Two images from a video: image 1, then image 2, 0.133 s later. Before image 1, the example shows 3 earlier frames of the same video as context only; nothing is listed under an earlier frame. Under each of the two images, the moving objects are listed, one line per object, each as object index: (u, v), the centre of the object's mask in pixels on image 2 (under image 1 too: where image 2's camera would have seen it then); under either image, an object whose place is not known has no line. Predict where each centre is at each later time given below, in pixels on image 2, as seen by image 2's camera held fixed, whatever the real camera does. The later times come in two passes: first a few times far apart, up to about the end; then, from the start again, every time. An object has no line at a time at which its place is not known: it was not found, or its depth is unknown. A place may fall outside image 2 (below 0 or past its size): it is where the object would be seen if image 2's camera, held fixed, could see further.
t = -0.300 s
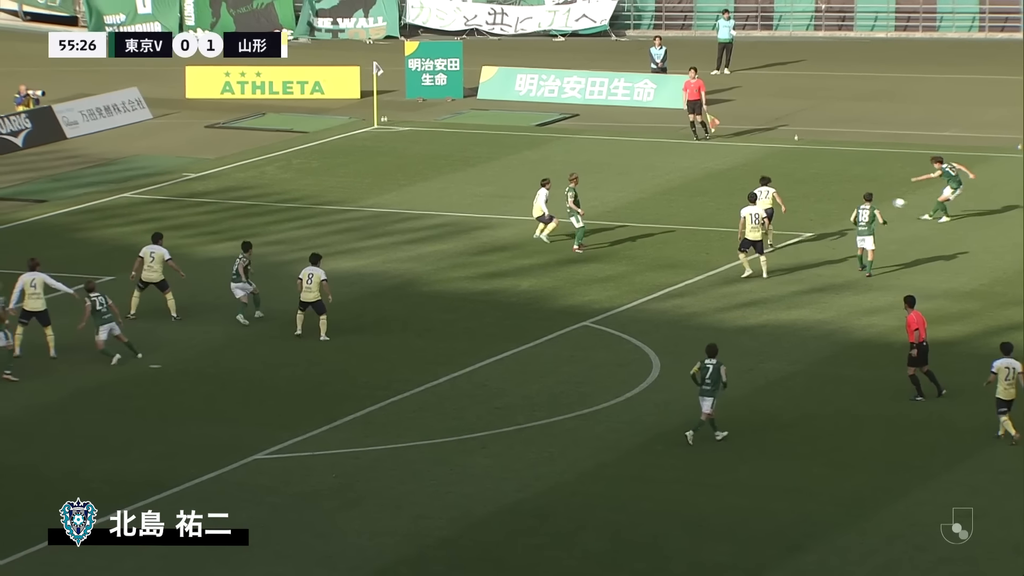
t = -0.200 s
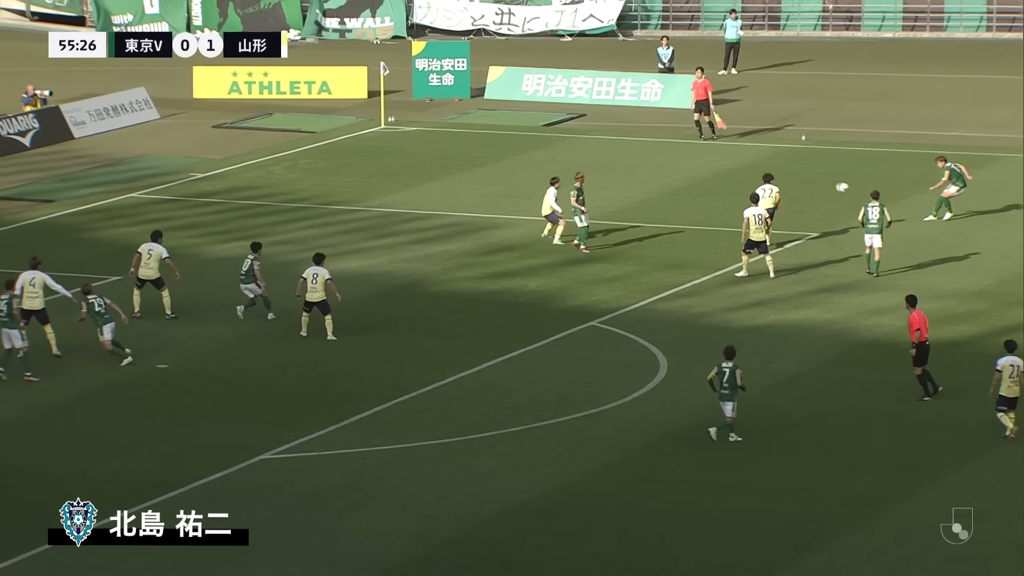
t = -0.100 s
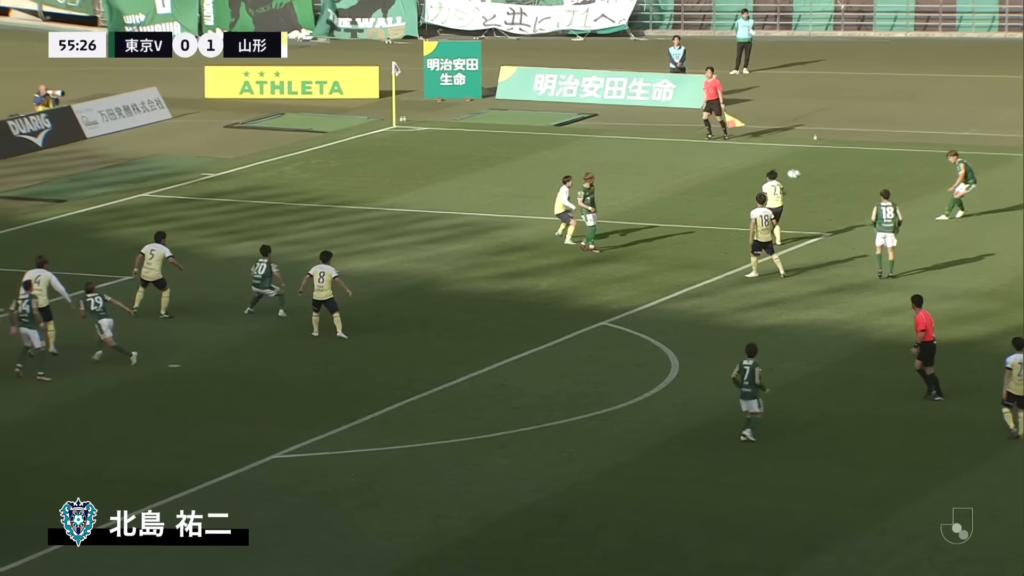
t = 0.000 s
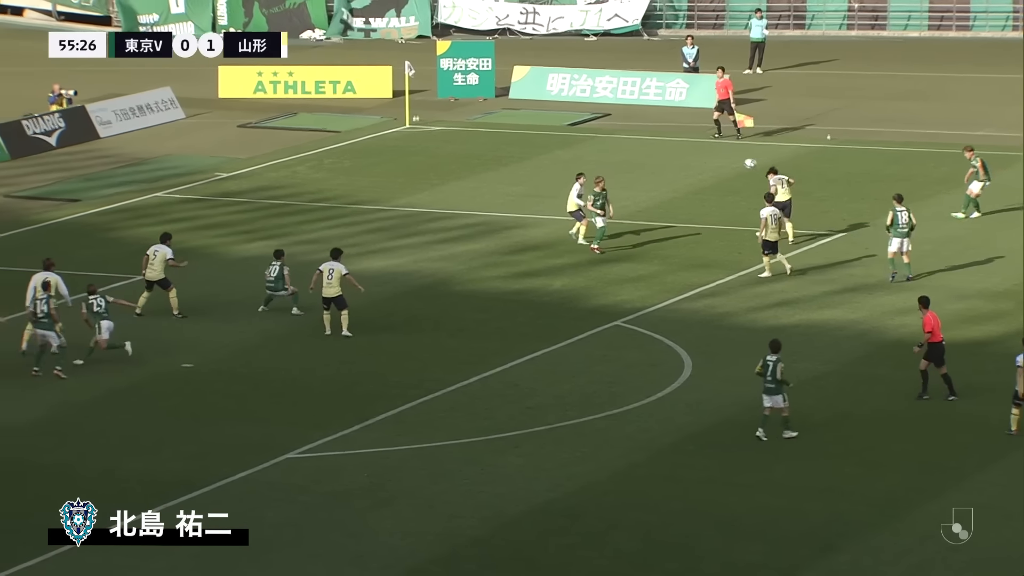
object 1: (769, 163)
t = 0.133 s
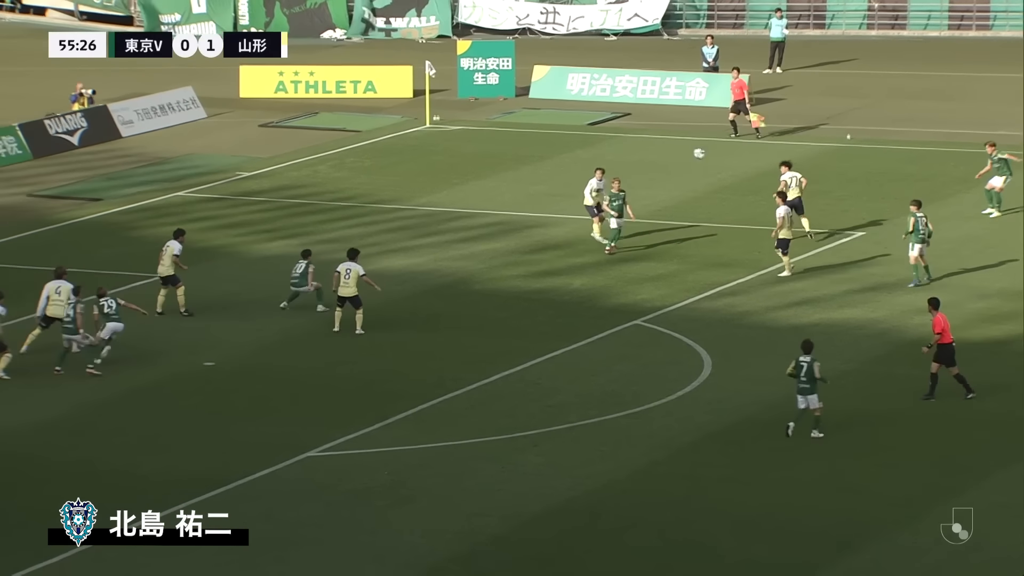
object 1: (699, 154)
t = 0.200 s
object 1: (665, 151)
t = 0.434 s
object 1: (556, 153)
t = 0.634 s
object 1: (473, 170)
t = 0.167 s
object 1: (682, 152)
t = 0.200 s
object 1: (665, 151)
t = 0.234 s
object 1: (649, 150)
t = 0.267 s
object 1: (633, 150)
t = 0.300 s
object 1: (617, 150)
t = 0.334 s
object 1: (601, 150)
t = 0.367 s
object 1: (587, 150)
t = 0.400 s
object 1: (571, 151)
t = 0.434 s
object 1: (556, 153)
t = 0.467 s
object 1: (542, 155)
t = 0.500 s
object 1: (528, 157)
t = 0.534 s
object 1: (514, 159)
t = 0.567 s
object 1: (500, 163)
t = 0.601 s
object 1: (486, 166)
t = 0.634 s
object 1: (473, 170)
